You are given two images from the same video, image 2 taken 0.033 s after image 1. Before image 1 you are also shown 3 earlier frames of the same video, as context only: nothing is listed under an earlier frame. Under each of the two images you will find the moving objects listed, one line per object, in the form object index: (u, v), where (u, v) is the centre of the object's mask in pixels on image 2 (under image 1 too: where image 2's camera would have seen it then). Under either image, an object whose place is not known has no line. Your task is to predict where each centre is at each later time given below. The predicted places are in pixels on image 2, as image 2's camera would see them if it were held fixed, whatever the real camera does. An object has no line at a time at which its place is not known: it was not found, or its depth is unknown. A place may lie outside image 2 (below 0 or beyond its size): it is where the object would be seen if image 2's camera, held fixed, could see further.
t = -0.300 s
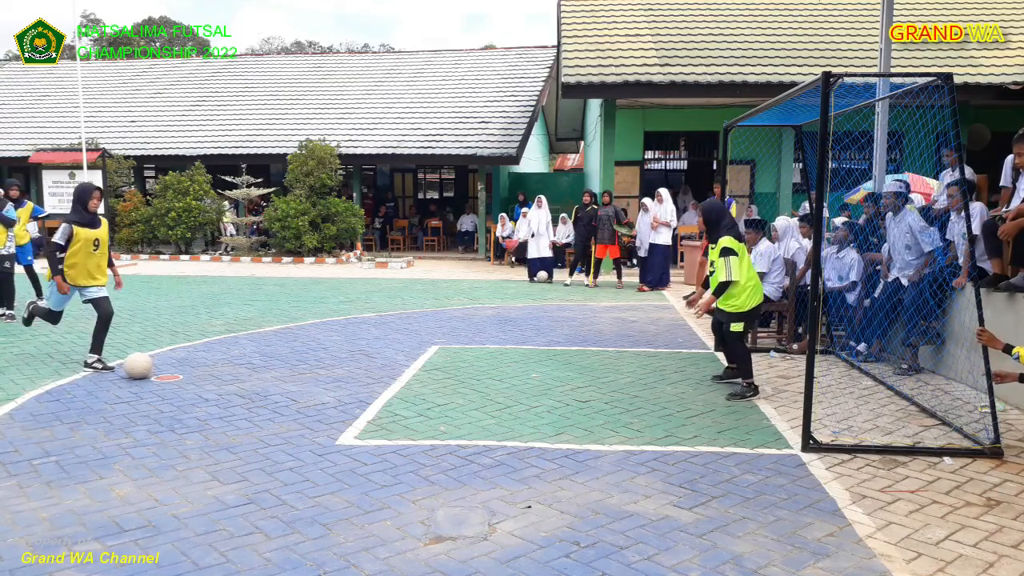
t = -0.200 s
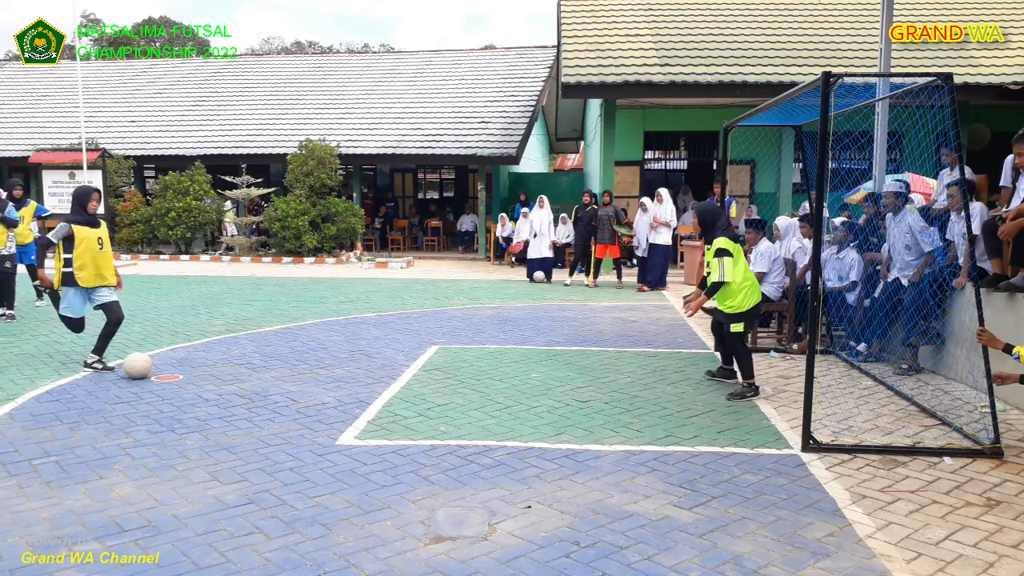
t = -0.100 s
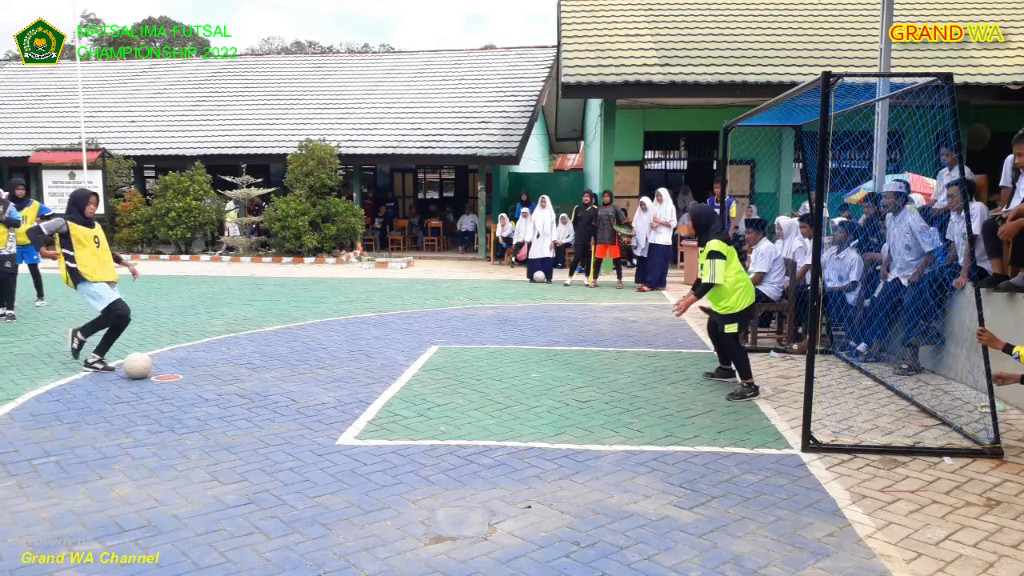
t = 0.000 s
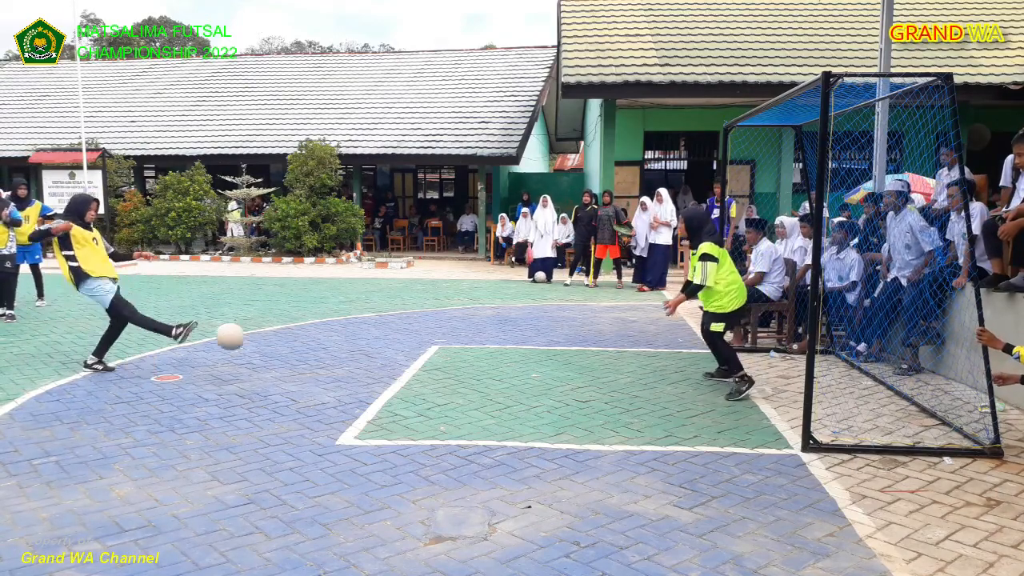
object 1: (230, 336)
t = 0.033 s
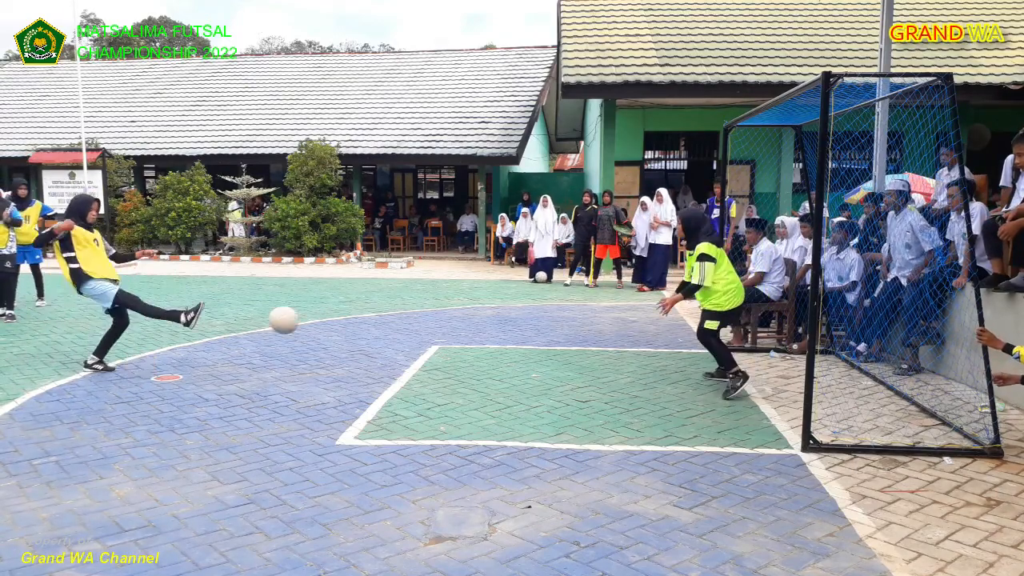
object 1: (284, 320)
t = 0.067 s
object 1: (339, 303)
